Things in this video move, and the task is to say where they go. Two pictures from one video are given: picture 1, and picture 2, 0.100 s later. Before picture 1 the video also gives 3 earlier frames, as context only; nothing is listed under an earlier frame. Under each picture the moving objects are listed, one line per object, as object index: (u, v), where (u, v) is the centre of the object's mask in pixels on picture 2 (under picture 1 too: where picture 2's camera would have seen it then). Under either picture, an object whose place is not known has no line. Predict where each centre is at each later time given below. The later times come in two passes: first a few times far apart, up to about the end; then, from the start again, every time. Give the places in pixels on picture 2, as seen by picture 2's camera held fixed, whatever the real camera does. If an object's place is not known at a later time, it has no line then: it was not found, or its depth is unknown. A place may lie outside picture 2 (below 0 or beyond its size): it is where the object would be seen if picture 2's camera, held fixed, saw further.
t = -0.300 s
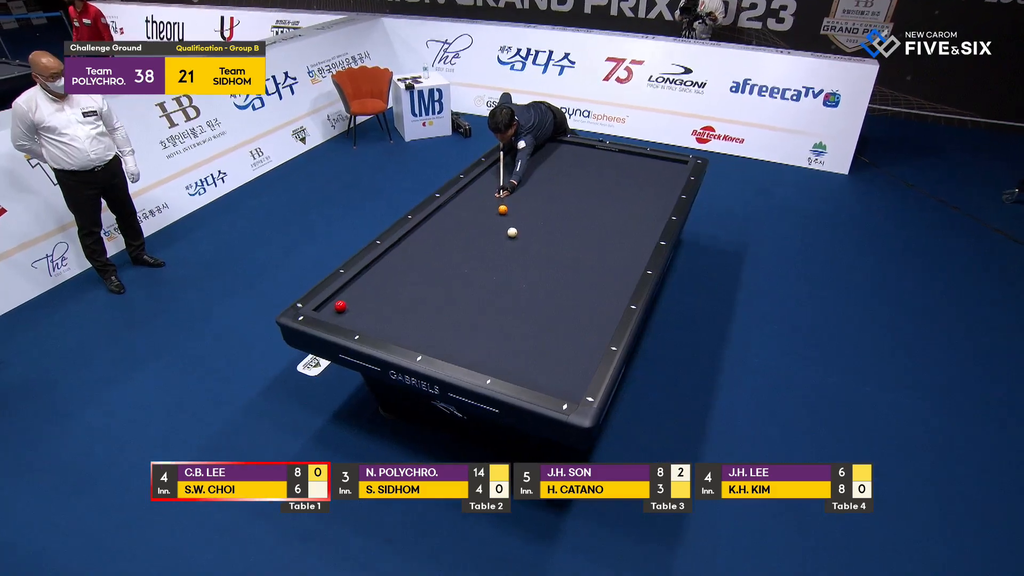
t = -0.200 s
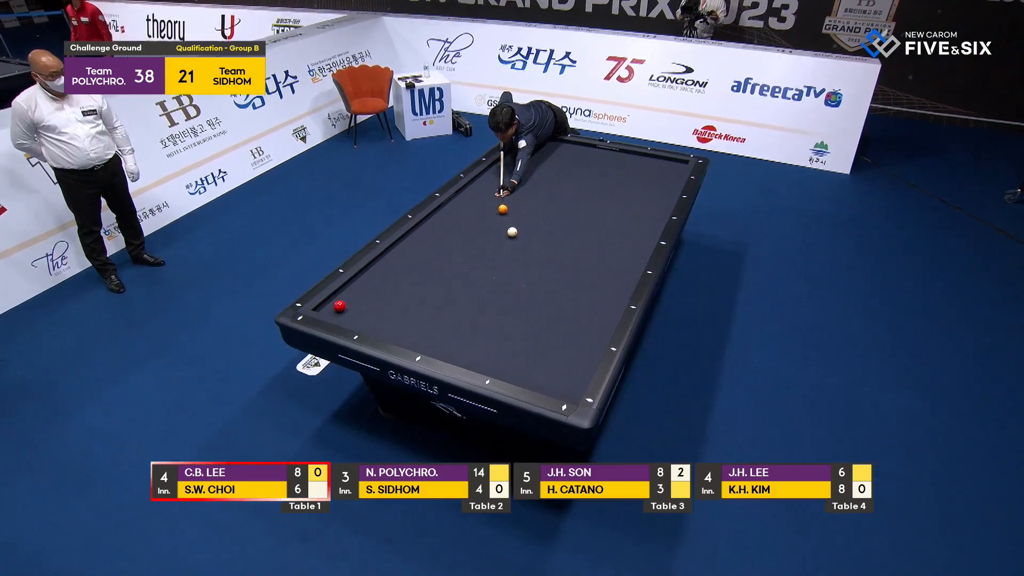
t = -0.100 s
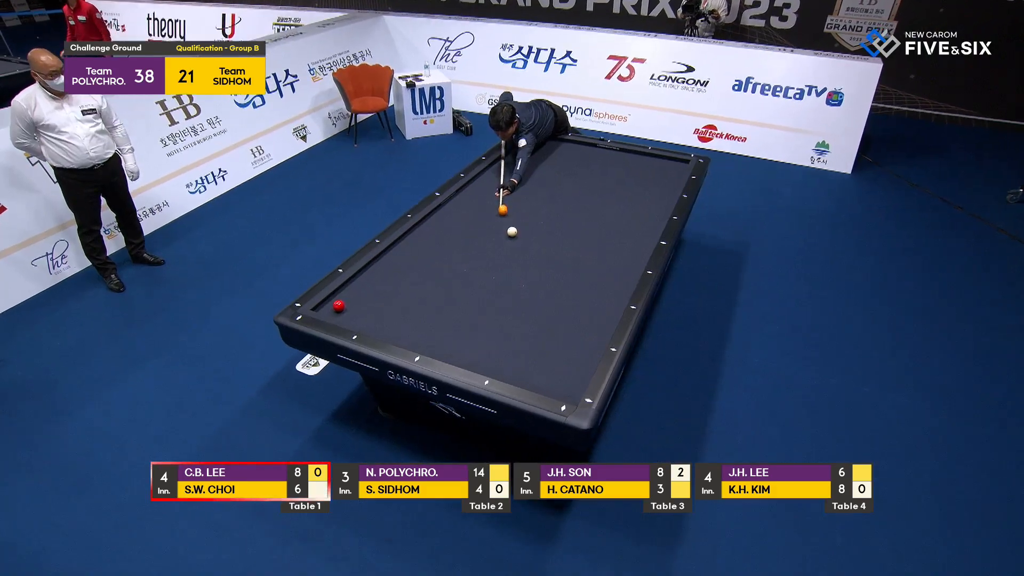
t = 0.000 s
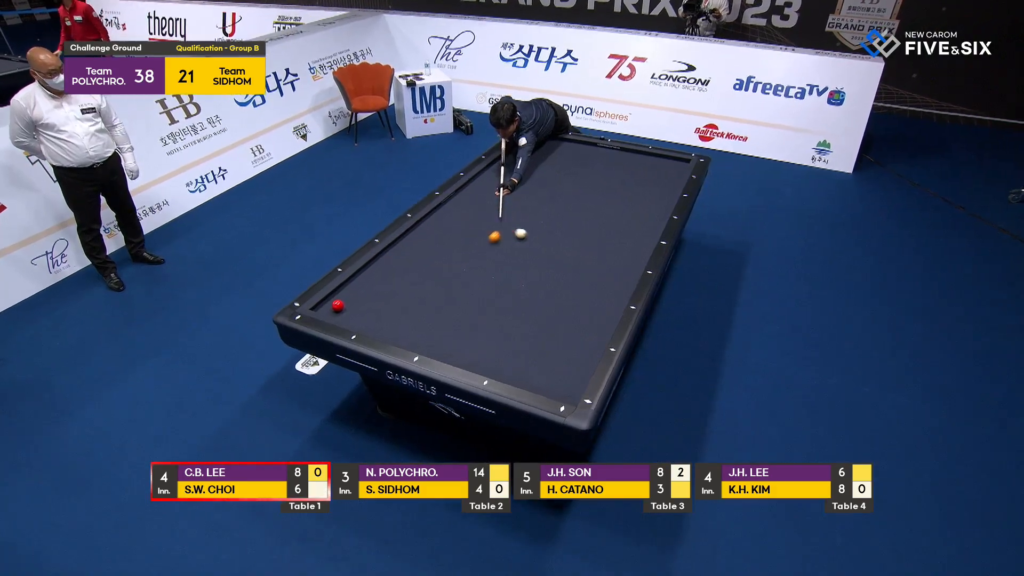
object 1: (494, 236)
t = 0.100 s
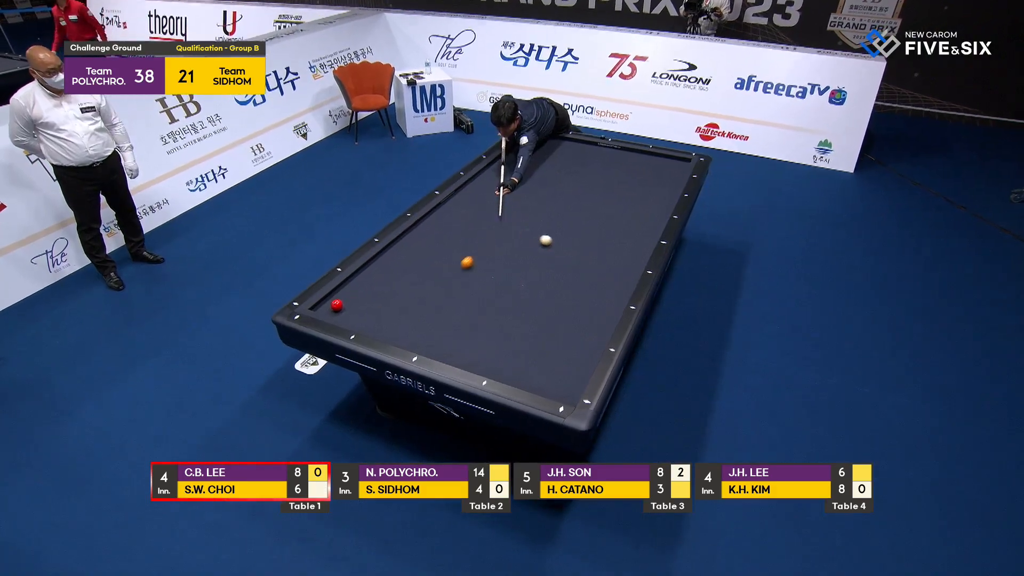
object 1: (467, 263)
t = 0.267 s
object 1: (417, 312)
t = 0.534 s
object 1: (415, 283)
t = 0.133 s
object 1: (457, 272)
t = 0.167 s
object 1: (447, 281)
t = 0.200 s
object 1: (437, 291)
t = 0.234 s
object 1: (427, 301)
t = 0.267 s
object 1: (417, 312)
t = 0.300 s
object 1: (406, 323)
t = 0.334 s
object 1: (396, 333)
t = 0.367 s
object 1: (396, 328)
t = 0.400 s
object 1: (400, 318)
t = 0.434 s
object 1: (404, 308)
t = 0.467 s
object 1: (408, 299)
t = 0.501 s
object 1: (412, 291)
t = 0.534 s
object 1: (415, 283)
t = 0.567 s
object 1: (418, 275)
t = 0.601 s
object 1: (421, 268)
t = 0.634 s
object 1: (423, 262)
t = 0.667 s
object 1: (426, 255)
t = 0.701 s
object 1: (428, 249)
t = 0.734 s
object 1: (430, 244)
